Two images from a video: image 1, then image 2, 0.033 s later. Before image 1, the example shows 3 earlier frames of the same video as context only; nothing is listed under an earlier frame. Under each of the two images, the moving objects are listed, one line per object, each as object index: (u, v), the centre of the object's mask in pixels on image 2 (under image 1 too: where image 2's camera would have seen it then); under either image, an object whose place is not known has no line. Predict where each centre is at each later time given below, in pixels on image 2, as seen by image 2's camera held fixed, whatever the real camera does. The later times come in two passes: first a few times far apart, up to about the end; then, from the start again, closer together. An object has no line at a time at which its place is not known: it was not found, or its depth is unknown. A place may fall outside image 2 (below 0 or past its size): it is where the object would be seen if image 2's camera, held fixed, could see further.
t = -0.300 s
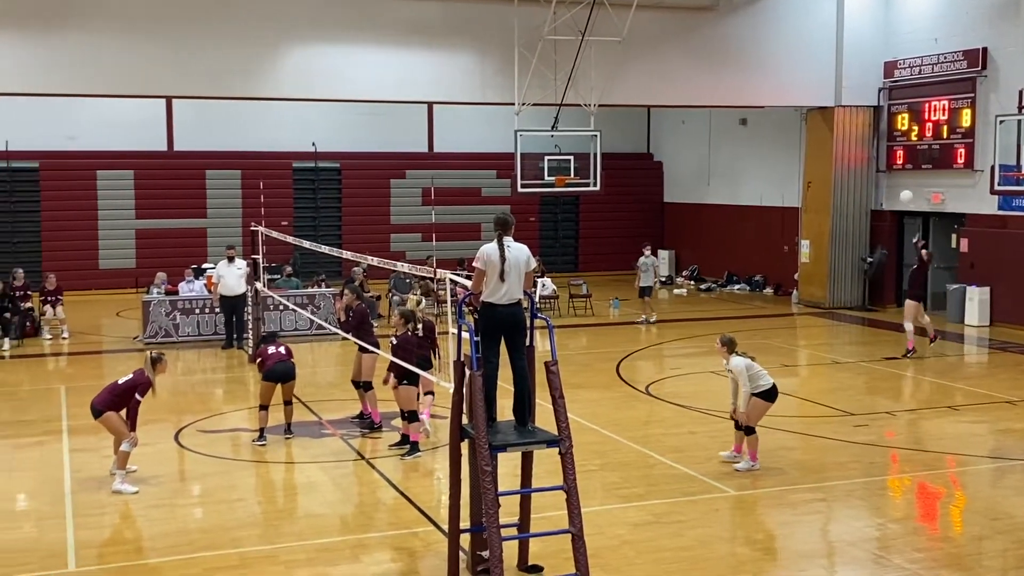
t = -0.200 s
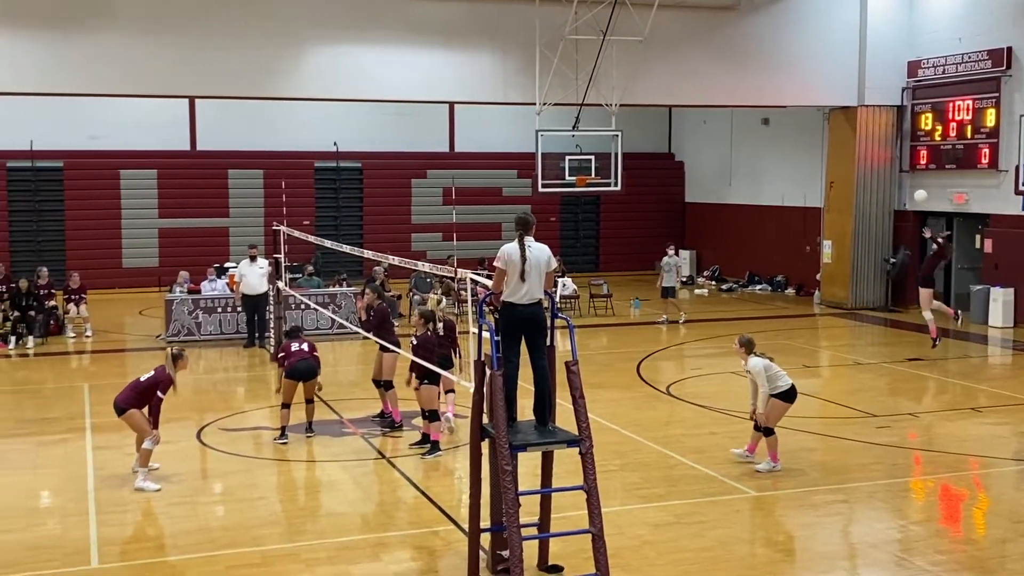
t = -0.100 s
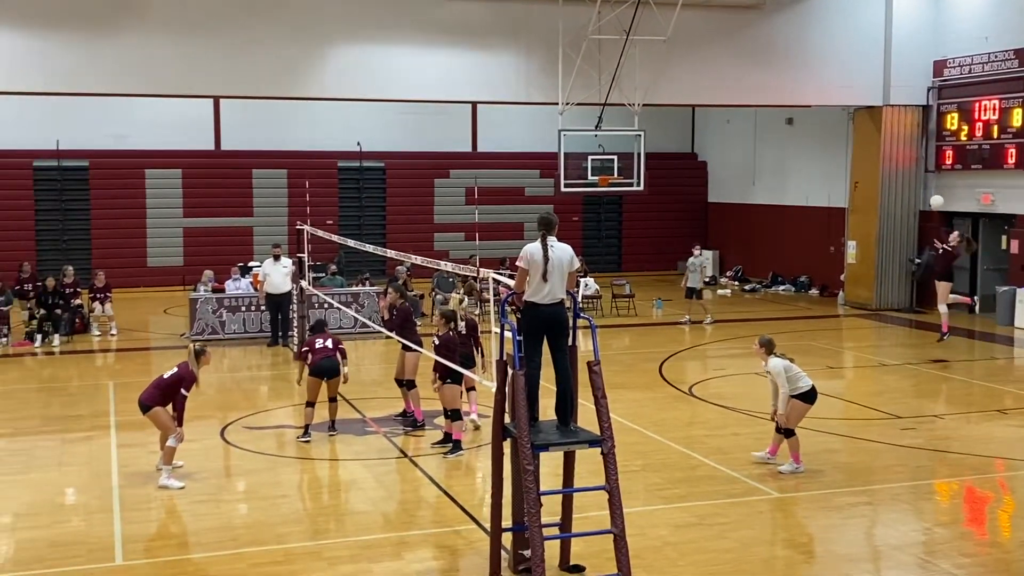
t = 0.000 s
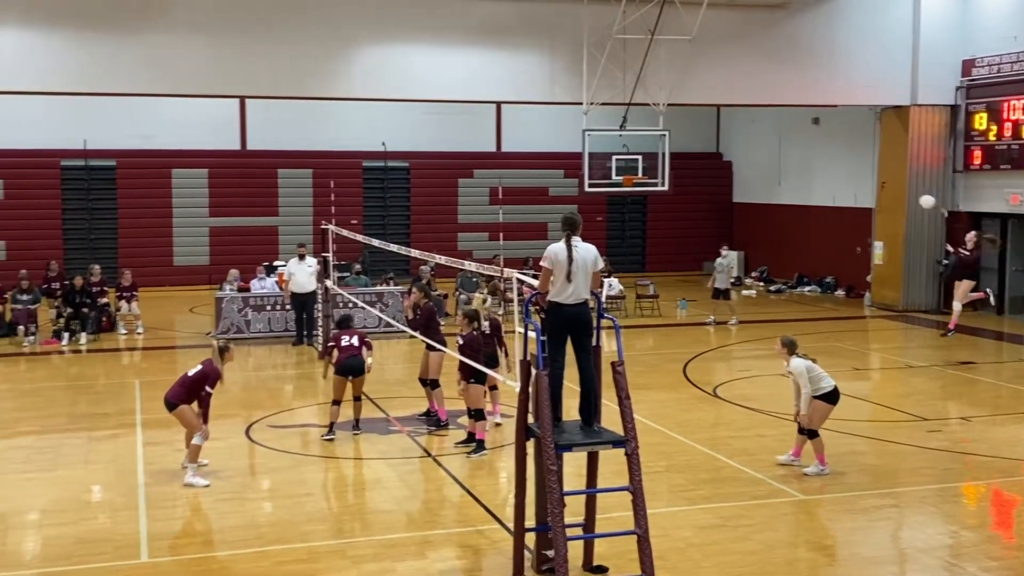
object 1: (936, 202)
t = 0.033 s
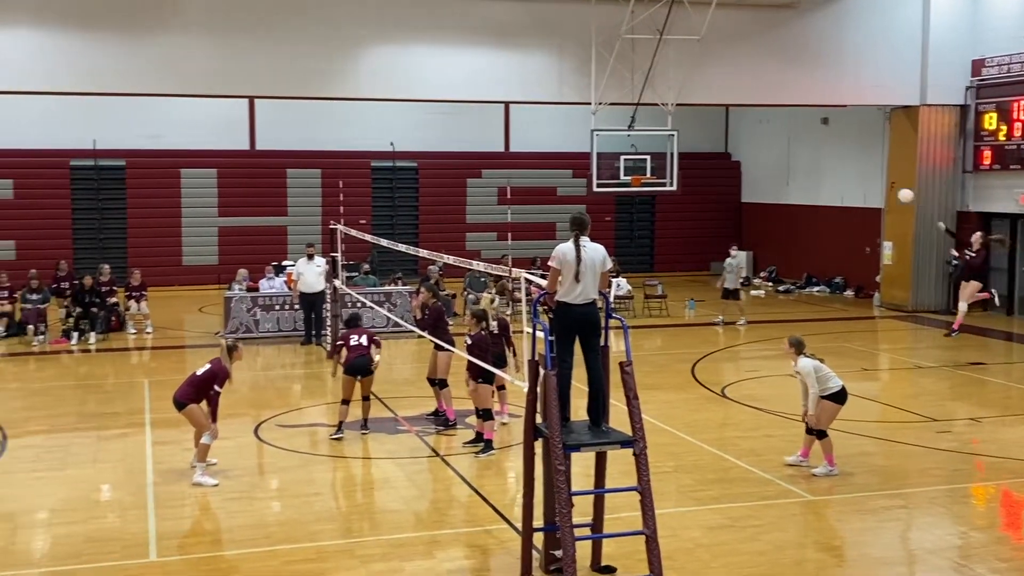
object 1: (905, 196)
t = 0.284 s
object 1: (666, 172)
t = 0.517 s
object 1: (421, 192)
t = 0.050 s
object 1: (890, 193)
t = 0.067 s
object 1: (875, 190)
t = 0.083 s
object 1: (859, 187)
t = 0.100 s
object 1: (844, 185)
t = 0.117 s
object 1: (828, 182)
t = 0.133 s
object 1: (812, 181)
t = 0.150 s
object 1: (796, 179)
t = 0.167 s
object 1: (780, 177)
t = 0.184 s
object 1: (764, 176)
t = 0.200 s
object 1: (748, 175)
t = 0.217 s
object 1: (732, 174)
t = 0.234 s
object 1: (715, 173)
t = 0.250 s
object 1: (699, 172)
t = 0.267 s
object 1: (682, 172)
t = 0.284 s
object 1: (666, 172)
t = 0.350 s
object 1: (598, 173)
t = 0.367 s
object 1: (581, 173)
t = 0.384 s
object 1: (564, 174)
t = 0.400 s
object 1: (546, 176)
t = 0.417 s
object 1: (529, 177)
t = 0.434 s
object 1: (511, 179)
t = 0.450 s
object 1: (493, 181)
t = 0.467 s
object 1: (475, 184)
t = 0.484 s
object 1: (457, 186)
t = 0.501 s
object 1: (439, 189)
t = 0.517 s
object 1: (421, 192)
